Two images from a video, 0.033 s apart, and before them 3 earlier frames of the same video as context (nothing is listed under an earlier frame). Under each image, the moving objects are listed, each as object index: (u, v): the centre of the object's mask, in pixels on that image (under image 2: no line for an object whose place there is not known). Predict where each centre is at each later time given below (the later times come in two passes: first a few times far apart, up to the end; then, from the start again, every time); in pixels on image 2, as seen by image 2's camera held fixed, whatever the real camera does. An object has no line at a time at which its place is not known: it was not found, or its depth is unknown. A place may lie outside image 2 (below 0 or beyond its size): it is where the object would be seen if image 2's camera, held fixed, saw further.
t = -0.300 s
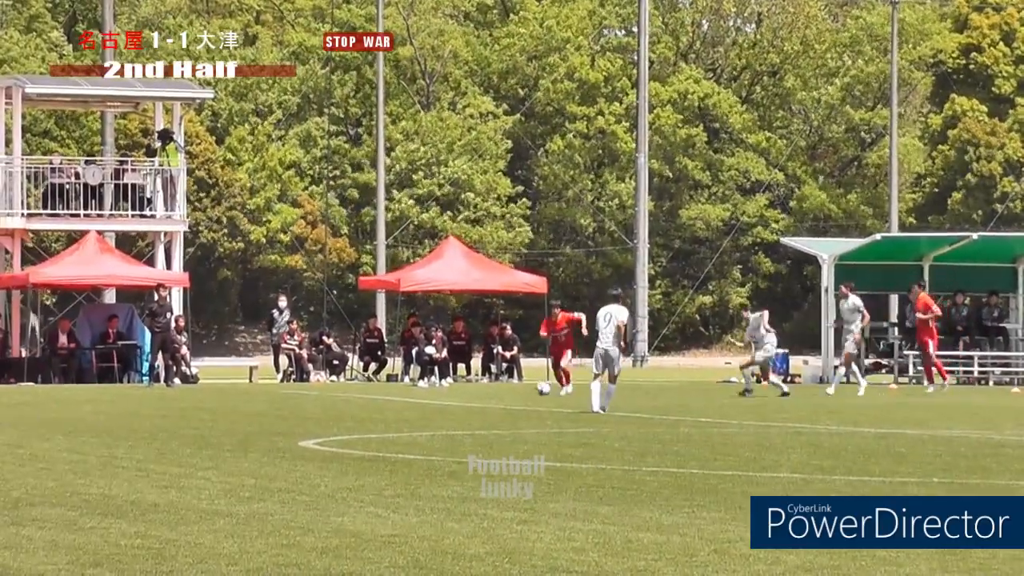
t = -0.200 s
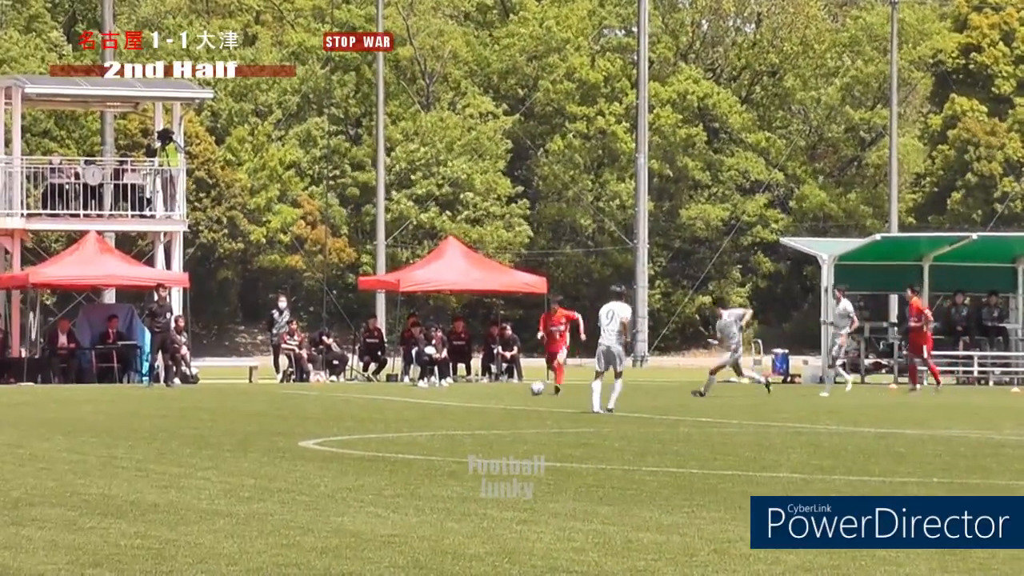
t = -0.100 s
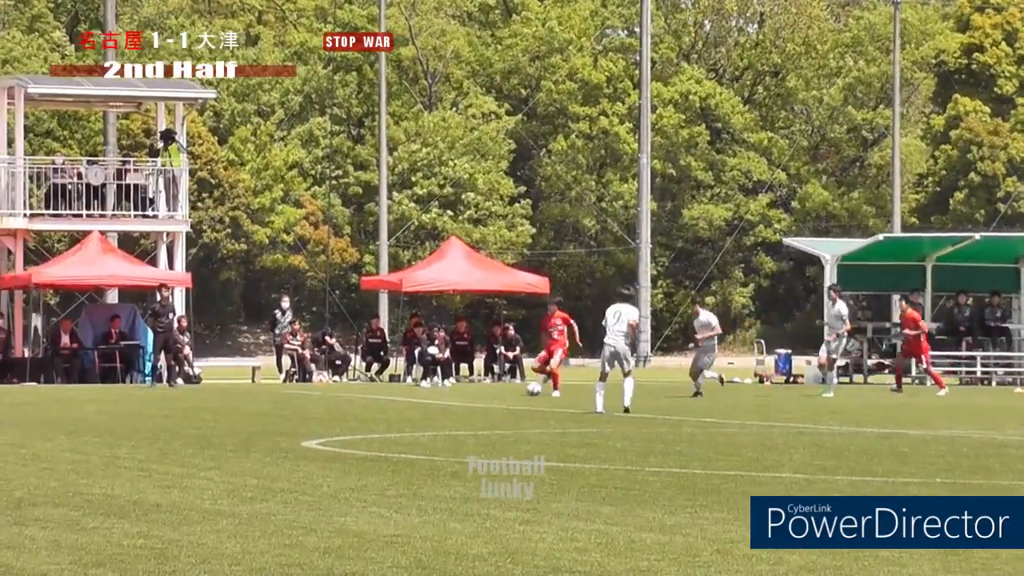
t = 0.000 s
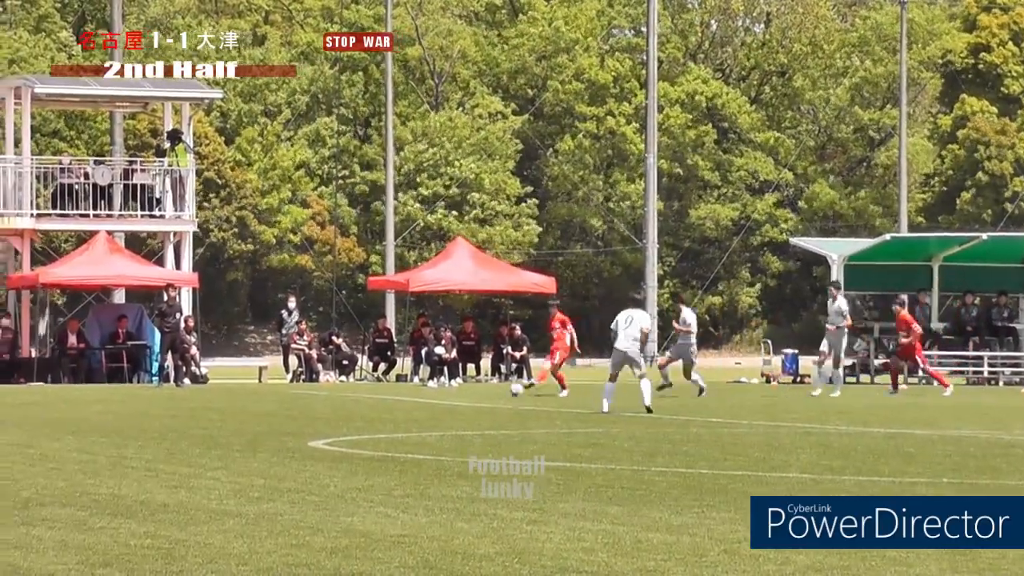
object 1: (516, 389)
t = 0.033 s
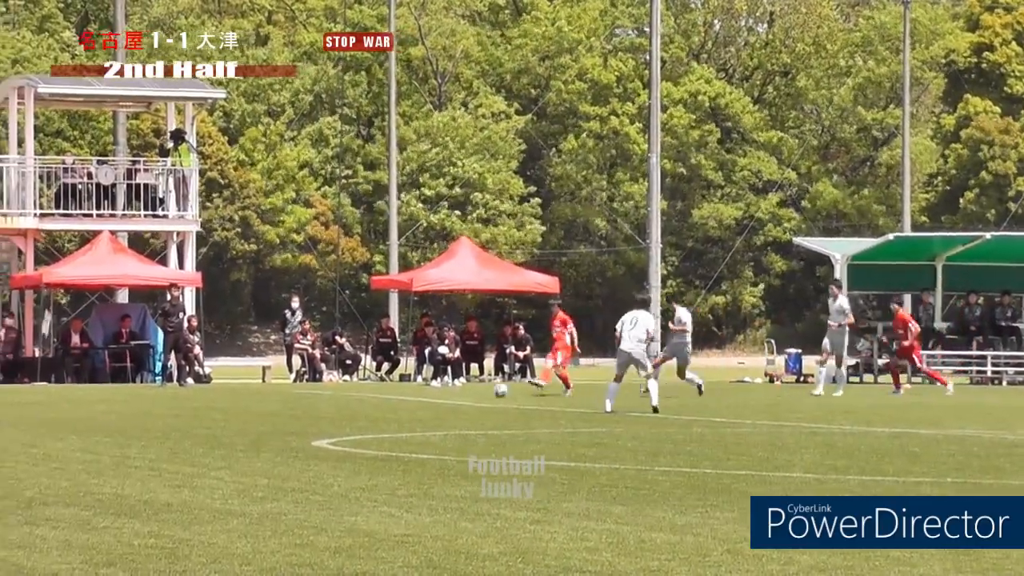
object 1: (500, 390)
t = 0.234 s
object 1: (391, 395)
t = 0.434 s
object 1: (290, 396)
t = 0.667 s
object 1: (188, 398)
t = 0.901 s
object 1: (100, 401)
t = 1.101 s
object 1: (32, 405)
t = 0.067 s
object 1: (482, 391)
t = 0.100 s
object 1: (463, 392)
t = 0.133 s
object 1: (445, 392)
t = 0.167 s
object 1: (426, 395)
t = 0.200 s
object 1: (409, 395)
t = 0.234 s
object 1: (391, 395)
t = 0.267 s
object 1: (374, 395)
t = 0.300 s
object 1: (356, 397)
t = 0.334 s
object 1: (338, 398)
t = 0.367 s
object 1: (323, 397)
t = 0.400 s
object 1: (306, 396)
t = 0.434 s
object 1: (290, 396)
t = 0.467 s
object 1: (274, 397)
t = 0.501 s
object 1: (258, 400)
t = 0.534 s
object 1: (242, 401)
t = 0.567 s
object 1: (229, 400)
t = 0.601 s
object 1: (215, 399)
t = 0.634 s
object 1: (201, 398)
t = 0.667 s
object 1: (188, 398)
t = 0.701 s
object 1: (173, 400)
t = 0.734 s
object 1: (160, 403)
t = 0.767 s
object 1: (145, 406)
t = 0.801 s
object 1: (134, 404)
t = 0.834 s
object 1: (123, 402)
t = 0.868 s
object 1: (112, 401)
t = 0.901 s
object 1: (100, 401)
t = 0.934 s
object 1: (89, 401)
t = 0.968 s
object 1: (78, 403)
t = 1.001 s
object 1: (66, 406)
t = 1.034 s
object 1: (55, 410)
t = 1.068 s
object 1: (43, 409)
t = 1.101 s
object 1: (32, 405)
